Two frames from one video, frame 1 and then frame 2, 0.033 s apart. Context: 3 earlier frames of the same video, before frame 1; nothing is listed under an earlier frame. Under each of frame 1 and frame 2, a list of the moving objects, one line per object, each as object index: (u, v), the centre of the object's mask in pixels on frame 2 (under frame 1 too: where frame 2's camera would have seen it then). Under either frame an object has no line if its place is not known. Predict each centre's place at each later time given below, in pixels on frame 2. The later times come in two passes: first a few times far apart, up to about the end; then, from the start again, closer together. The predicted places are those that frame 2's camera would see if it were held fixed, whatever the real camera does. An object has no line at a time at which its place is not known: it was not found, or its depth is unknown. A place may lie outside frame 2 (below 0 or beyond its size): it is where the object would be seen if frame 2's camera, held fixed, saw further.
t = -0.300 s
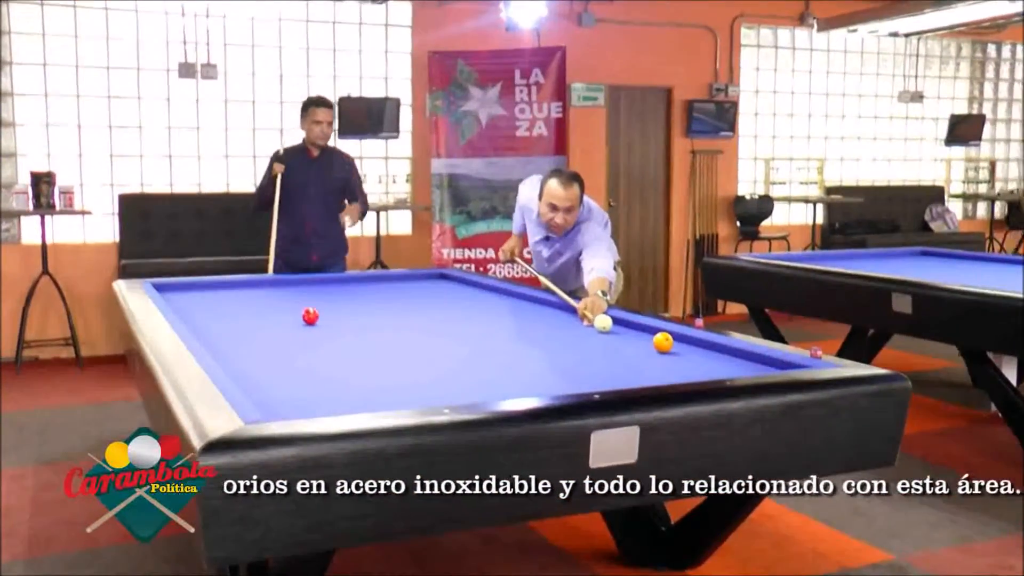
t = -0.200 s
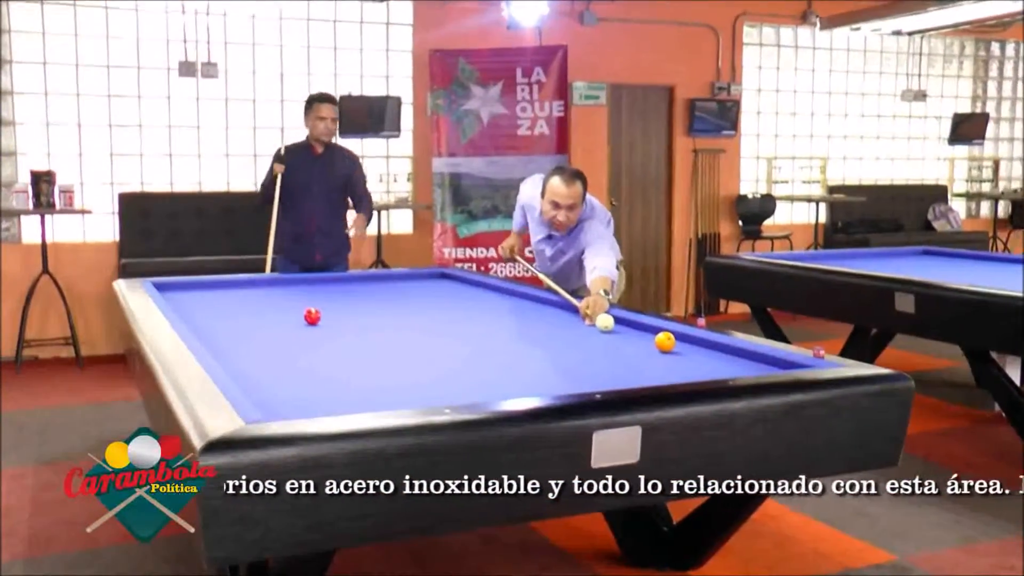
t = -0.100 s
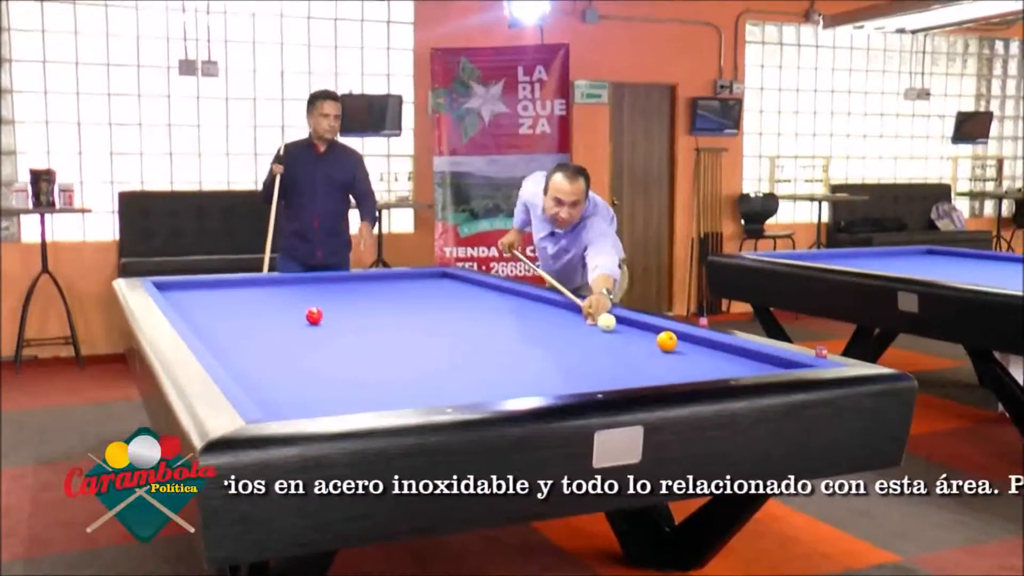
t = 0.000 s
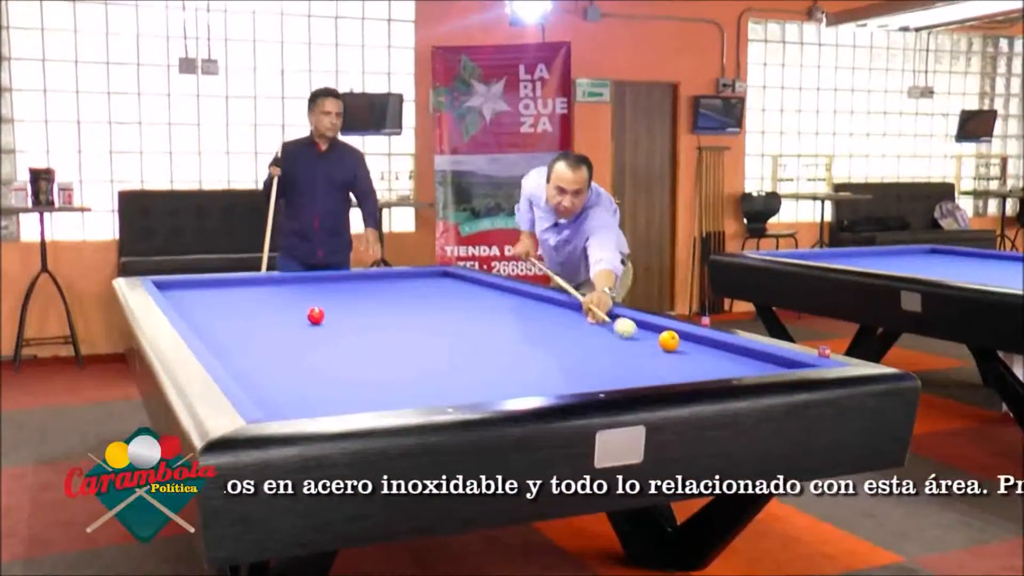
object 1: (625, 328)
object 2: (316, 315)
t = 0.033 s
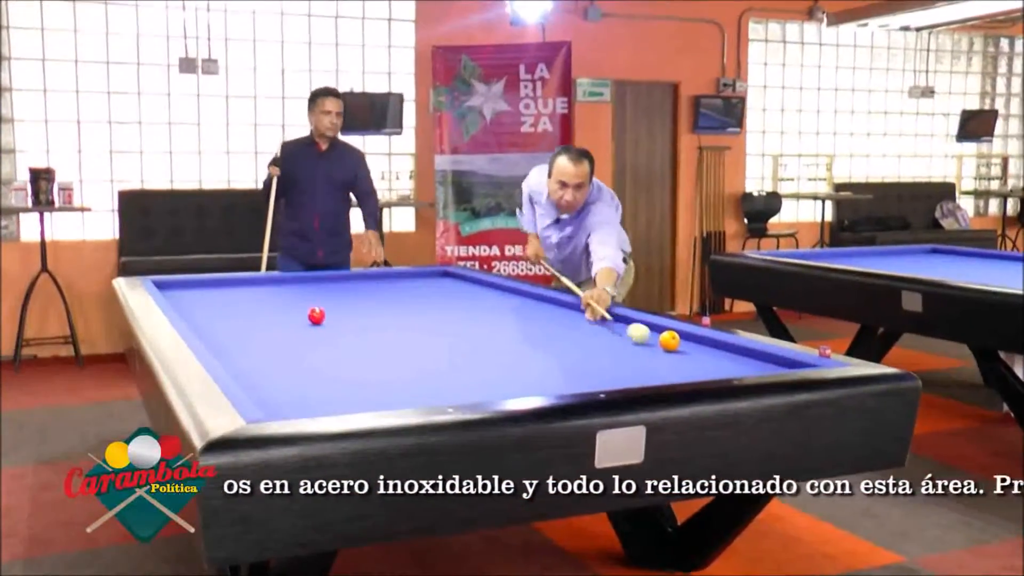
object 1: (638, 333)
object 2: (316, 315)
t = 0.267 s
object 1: (593, 360)
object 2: (318, 316)
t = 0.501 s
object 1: (523, 382)
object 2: (320, 317)
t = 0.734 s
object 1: (401, 390)
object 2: (322, 318)
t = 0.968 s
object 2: (325, 318)
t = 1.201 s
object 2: (327, 318)
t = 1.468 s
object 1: (362, 355)
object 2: (328, 319)
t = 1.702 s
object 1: (346, 354)
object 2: (329, 320)
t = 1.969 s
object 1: (335, 352)
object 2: (328, 316)
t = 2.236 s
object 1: (325, 351)
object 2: (341, 316)
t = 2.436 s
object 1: (318, 349)
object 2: (350, 312)
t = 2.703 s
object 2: (361, 307)
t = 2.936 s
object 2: (371, 304)
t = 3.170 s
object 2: (379, 300)
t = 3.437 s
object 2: (388, 297)
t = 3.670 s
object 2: (396, 294)
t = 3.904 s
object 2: (402, 291)
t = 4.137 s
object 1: (279, 342)
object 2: (408, 289)
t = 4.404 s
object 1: (274, 341)
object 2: (415, 285)
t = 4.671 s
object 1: (271, 341)
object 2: (421, 283)
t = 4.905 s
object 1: (269, 340)
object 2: (426, 281)
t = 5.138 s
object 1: (267, 340)
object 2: (431, 279)
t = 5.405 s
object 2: (436, 277)
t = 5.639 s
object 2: (440, 275)
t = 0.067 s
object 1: (649, 339)
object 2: (317, 316)
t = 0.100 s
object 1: (641, 343)
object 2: (317, 316)
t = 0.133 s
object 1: (631, 346)
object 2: (317, 316)
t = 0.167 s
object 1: (621, 349)
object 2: (318, 316)
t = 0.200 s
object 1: (612, 353)
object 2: (318, 316)
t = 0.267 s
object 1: (593, 360)
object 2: (318, 316)
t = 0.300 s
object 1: (583, 364)
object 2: (319, 317)
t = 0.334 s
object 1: (574, 367)
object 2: (319, 317)
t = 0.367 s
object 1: (564, 370)
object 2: (319, 317)
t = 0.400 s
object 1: (554, 374)
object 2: (320, 317)
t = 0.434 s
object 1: (544, 377)
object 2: (320, 317)
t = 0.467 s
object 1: (534, 380)
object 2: (320, 317)
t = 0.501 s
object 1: (523, 382)
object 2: (320, 317)
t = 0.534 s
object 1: (511, 384)
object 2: (321, 317)
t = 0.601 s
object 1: (483, 389)
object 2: (321, 317)
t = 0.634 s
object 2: (322, 317)
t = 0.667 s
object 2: (322, 317)
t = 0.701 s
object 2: (322, 317)
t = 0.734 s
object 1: (401, 390)
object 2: (322, 318)
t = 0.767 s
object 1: (382, 390)
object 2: (323, 317)
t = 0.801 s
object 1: (364, 390)
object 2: (323, 318)
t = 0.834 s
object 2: (323, 318)
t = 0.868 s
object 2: (324, 318)
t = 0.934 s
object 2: (325, 318)
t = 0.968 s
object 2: (325, 318)
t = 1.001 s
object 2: (325, 318)
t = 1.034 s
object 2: (325, 318)
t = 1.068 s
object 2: (326, 318)
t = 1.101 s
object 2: (326, 318)
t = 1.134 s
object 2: (326, 318)
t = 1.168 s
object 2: (326, 318)
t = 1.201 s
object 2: (327, 318)
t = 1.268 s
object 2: (327, 318)
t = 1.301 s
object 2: (327, 318)
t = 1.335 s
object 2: (327, 319)
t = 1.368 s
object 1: (347, 361)
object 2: (328, 319)
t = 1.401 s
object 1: (352, 359)
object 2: (328, 319)
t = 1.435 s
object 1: (358, 357)
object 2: (328, 319)
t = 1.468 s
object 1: (362, 355)
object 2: (328, 319)
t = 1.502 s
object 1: (359, 355)
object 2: (328, 319)
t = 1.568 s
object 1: (353, 355)
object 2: (329, 319)
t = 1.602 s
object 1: (351, 355)
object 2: (329, 319)
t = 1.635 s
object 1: (349, 355)
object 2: (329, 319)
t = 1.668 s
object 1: (348, 355)
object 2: (329, 319)
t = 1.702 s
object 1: (346, 354)
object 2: (329, 320)
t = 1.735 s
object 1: (345, 354)
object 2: (329, 320)
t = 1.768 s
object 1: (343, 354)
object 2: (329, 320)
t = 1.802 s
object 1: (342, 354)
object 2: (330, 320)
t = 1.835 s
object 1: (341, 353)
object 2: (330, 320)
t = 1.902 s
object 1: (338, 353)
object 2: (328, 318)
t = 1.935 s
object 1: (337, 353)
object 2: (328, 317)
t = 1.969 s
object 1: (335, 352)
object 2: (328, 316)
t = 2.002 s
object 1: (334, 352)
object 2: (330, 315)
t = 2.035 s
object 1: (333, 352)
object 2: (334, 317)
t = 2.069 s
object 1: (331, 352)
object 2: (334, 318)
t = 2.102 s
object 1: (330, 352)
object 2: (334, 319)
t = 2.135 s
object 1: (329, 351)
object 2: (336, 318)
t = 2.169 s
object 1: (328, 351)
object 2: (338, 317)
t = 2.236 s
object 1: (325, 351)
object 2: (341, 316)
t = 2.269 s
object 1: (324, 350)
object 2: (342, 315)
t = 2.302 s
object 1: (323, 350)
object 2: (344, 314)
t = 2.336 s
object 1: (321, 350)
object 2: (345, 314)
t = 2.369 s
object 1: (320, 350)
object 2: (347, 313)
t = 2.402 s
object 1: (319, 350)
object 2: (348, 313)
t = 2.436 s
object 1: (318, 349)
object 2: (350, 312)
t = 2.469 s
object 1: (317, 349)
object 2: (351, 311)
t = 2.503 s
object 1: (316, 349)
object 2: (353, 311)
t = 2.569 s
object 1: (314, 348)
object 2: (356, 310)
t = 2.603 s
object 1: (312, 348)
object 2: (357, 309)
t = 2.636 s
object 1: (311, 348)
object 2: (358, 308)
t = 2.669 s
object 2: (360, 308)
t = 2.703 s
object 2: (361, 307)
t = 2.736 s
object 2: (363, 307)
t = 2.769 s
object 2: (364, 306)
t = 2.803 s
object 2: (365, 305)
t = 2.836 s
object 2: (367, 305)
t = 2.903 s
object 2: (369, 304)
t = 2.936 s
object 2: (371, 304)
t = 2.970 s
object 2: (372, 303)
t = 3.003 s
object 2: (373, 302)
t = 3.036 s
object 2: (374, 302)
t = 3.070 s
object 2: (376, 301)
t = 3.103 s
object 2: (377, 301)
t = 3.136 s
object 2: (378, 301)
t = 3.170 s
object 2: (379, 300)
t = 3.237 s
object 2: (381, 300)
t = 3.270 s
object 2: (383, 299)
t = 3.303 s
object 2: (384, 298)
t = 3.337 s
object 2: (385, 298)
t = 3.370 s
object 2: (386, 298)
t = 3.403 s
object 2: (387, 297)
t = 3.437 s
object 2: (388, 297)
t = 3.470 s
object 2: (389, 296)
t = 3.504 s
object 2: (390, 296)
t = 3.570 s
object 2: (392, 295)
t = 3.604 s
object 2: (394, 294)
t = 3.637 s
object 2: (394, 294)
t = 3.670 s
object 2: (396, 294)
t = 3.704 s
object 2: (397, 293)
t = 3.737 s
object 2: (398, 293)
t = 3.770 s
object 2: (399, 292)
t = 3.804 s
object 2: (399, 292)
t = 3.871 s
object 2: (401, 291)
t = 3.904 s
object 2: (402, 291)
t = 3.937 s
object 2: (403, 290)
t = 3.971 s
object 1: (281, 342)
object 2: (404, 290)
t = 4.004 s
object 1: (281, 342)
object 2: (405, 290)
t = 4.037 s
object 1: (280, 342)
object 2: (406, 290)
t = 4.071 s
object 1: (280, 342)
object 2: (406, 289)
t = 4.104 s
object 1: (279, 342)
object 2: (407, 289)
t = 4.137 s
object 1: (279, 342)
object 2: (408, 289)
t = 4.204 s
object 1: (278, 342)
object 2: (410, 288)
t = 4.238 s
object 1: (277, 342)
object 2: (410, 288)
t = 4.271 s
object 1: (277, 341)
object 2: (411, 287)
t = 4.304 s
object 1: (276, 341)
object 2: (412, 287)
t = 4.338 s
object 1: (276, 341)
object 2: (413, 286)
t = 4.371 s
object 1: (275, 341)
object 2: (414, 286)
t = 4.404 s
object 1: (274, 341)
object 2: (415, 285)
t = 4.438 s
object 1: (274, 341)
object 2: (416, 285)
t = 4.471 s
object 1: (273, 341)
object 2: (416, 285)
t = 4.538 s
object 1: (273, 341)
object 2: (418, 285)
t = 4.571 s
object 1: (272, 341)
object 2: (418, 284)
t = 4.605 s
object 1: (272, 341)
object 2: (419, 284)
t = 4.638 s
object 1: (271, 341)
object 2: (420, 283)
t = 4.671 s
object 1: (271, 341)
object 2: (421, 283)
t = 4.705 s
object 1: (271, 341)
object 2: (422, 283)
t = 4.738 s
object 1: (271, 340)
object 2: (422, 283)
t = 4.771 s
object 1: (270, 340)
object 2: (423, 282)
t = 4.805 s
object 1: (270, 340)
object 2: (424, 282)
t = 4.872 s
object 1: (269, 340)
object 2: (425, 281)
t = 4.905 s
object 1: (269, 340)
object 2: (426, 281)
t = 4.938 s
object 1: (269, 340)
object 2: (427, 281)
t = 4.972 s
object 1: (268, 340)
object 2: (428, 280)
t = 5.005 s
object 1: (268, 340)
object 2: (428, 280)
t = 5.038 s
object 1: (268, 340)
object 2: (429, 280)
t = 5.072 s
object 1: (268, 340)
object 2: (429, 280)
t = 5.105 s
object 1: (267, 340)
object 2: (430, 279)
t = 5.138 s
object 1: (267, 340)
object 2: (431, 279)
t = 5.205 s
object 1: (267, 340)
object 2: (432, 279)
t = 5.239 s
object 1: (267, 340)
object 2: (433, 279)
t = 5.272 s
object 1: (267, 340)
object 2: (434, 278)
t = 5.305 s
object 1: (266, 340)
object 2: (434, 278)
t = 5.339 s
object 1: (266, 340)
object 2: (435, 278)
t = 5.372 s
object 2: (436, 277)
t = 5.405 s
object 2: (436, 277)
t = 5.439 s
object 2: (437, 277)
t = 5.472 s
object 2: (437, 277)
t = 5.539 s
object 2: (439, 276)
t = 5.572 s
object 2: (439, 276)
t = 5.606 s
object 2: (440, 275)
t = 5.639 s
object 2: (440, 275)
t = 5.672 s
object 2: (441, 275)
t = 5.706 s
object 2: (441, 275)
